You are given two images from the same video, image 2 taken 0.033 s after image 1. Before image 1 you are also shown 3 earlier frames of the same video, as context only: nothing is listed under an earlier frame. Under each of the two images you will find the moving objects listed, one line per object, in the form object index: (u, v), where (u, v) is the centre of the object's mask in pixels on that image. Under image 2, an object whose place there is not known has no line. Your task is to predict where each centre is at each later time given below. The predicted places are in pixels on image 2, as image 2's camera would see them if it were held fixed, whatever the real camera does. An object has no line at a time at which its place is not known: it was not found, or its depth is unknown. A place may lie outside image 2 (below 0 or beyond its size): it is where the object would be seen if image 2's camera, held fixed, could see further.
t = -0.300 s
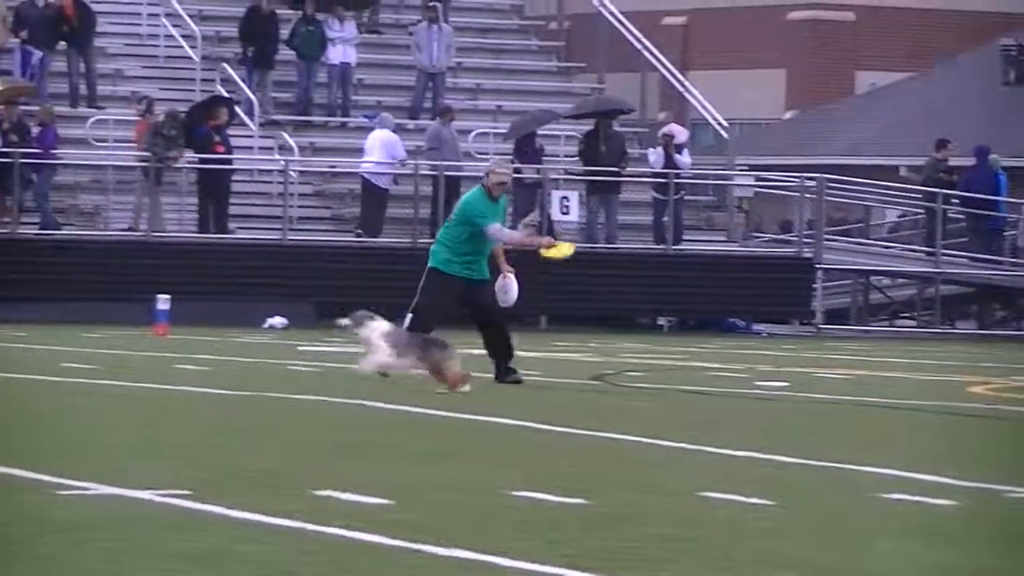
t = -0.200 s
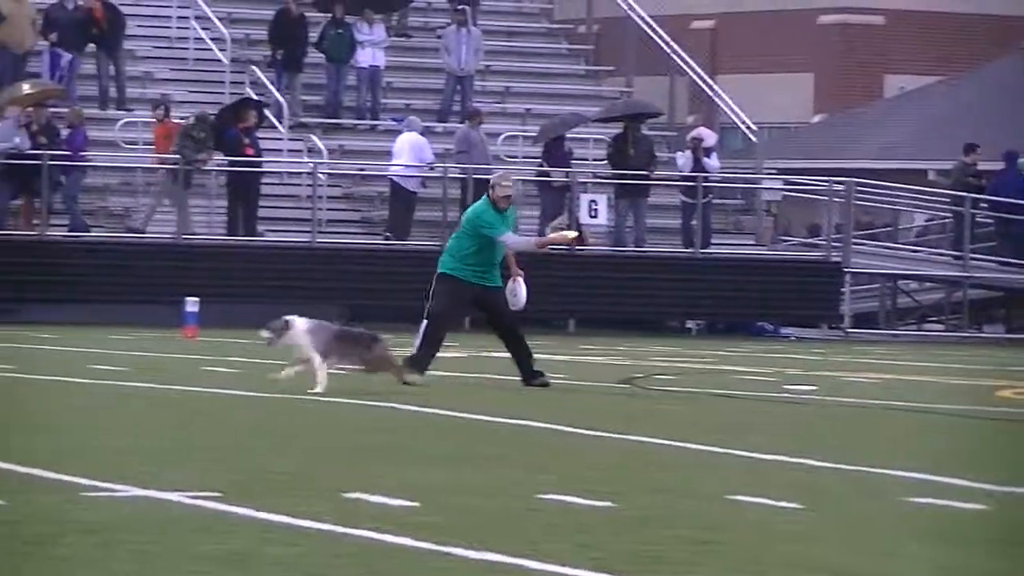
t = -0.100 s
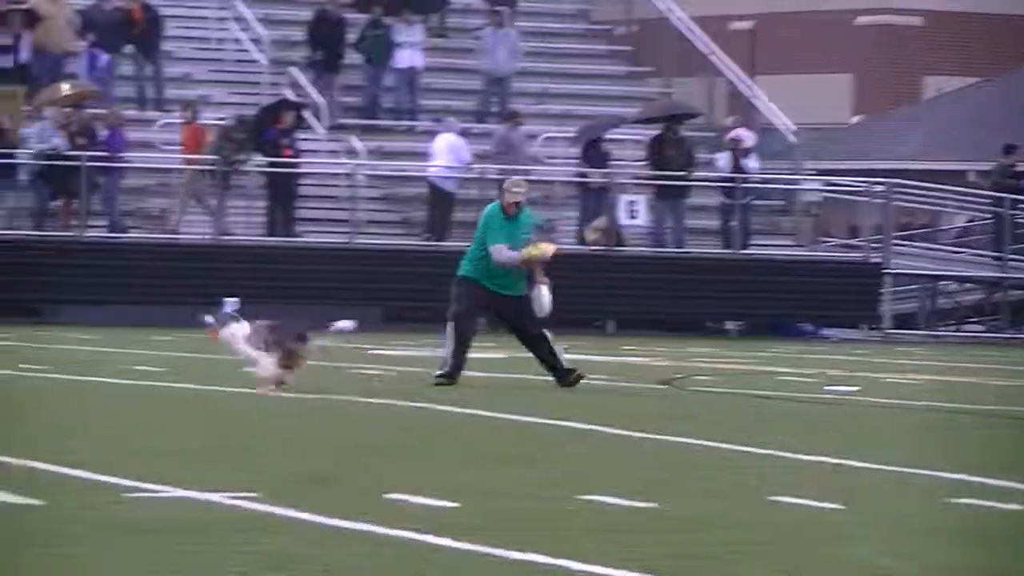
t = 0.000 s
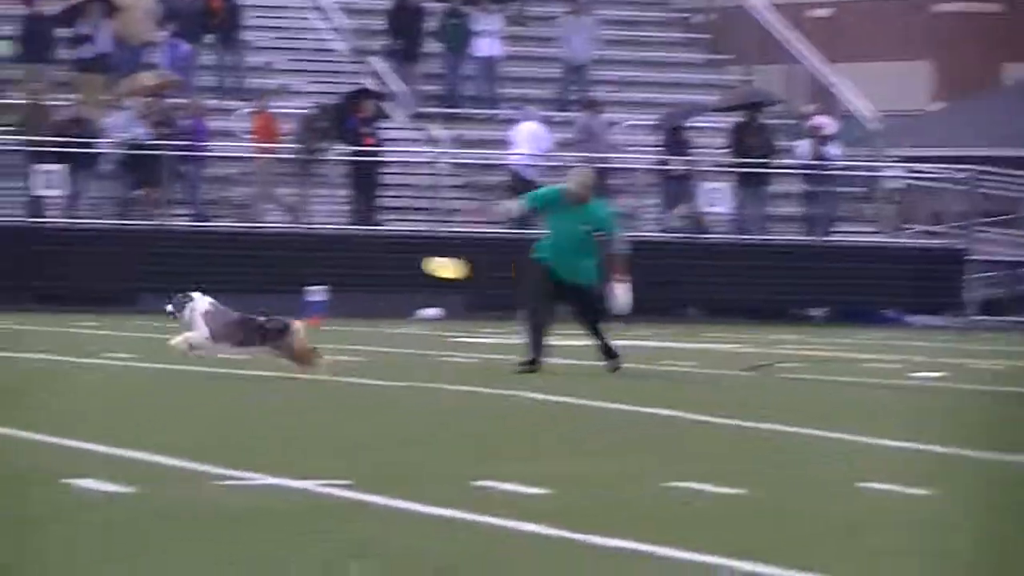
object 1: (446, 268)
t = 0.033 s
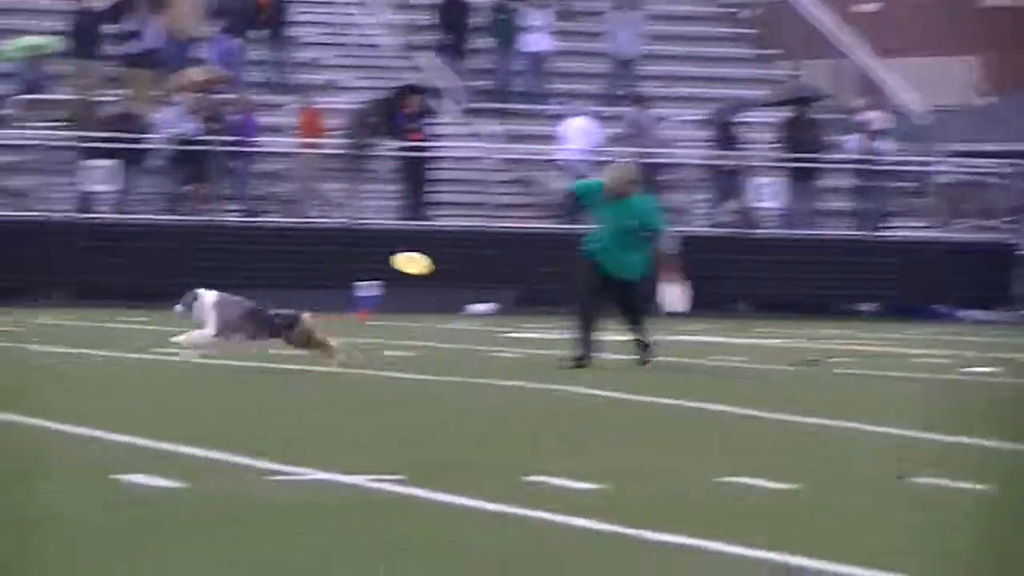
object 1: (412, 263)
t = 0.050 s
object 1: (370, 262)
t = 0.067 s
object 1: (331, 262)
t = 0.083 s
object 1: (292, 263)
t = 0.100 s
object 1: (248, 262)
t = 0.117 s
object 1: (209, 264)
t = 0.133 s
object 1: (168, 264)
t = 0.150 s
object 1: (127, 265)
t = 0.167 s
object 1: (88, 265)
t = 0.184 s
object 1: (46, 267)
